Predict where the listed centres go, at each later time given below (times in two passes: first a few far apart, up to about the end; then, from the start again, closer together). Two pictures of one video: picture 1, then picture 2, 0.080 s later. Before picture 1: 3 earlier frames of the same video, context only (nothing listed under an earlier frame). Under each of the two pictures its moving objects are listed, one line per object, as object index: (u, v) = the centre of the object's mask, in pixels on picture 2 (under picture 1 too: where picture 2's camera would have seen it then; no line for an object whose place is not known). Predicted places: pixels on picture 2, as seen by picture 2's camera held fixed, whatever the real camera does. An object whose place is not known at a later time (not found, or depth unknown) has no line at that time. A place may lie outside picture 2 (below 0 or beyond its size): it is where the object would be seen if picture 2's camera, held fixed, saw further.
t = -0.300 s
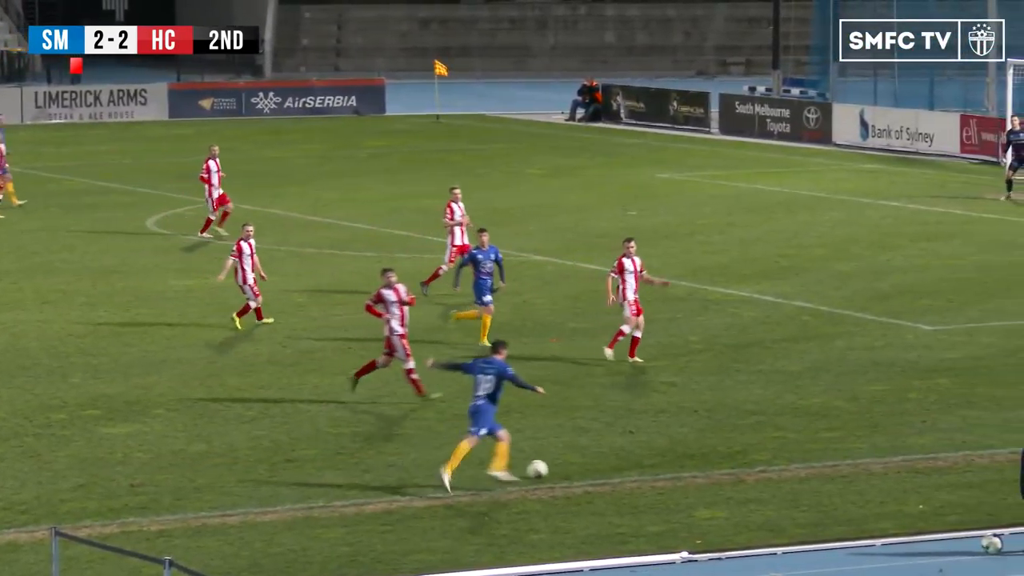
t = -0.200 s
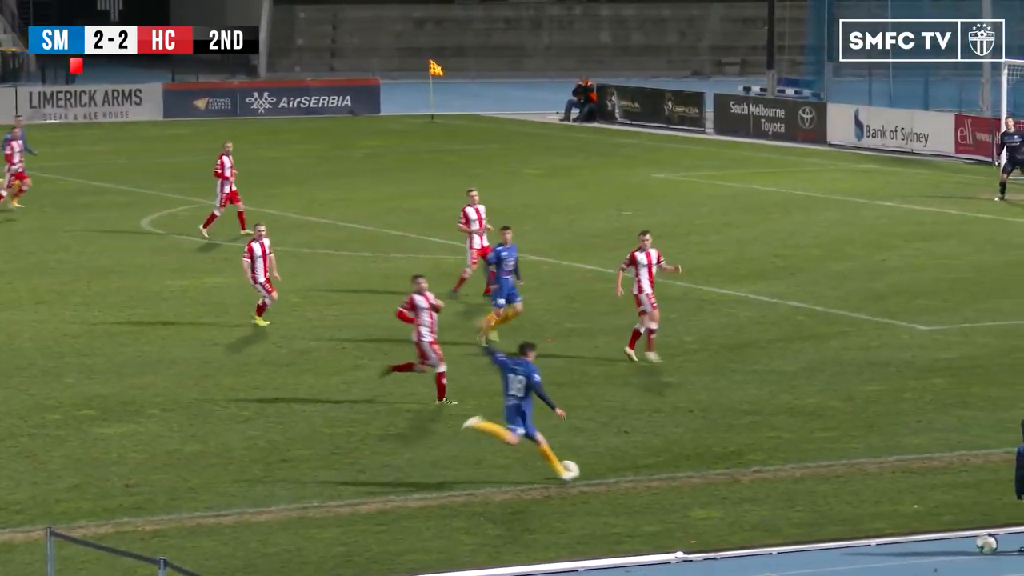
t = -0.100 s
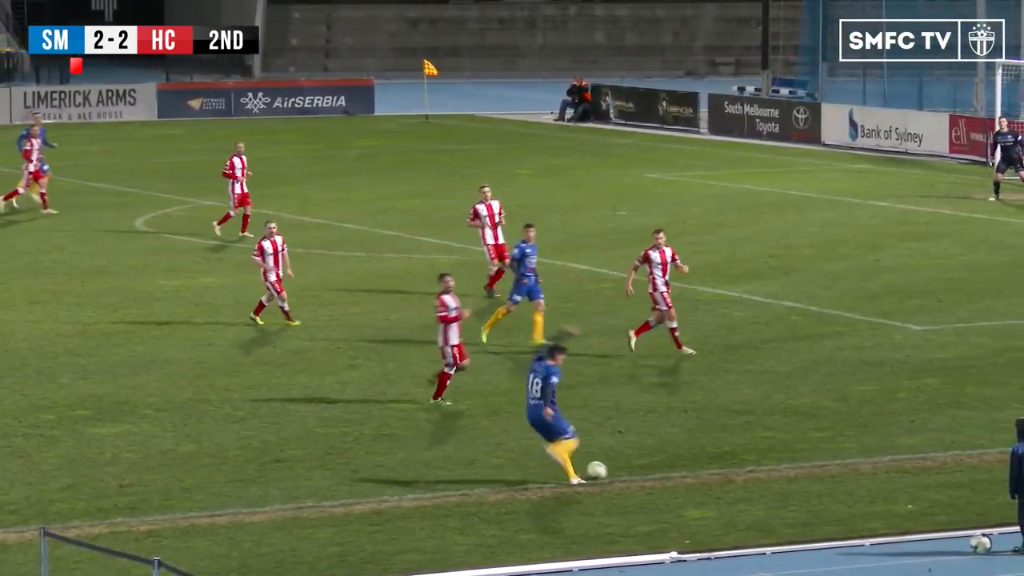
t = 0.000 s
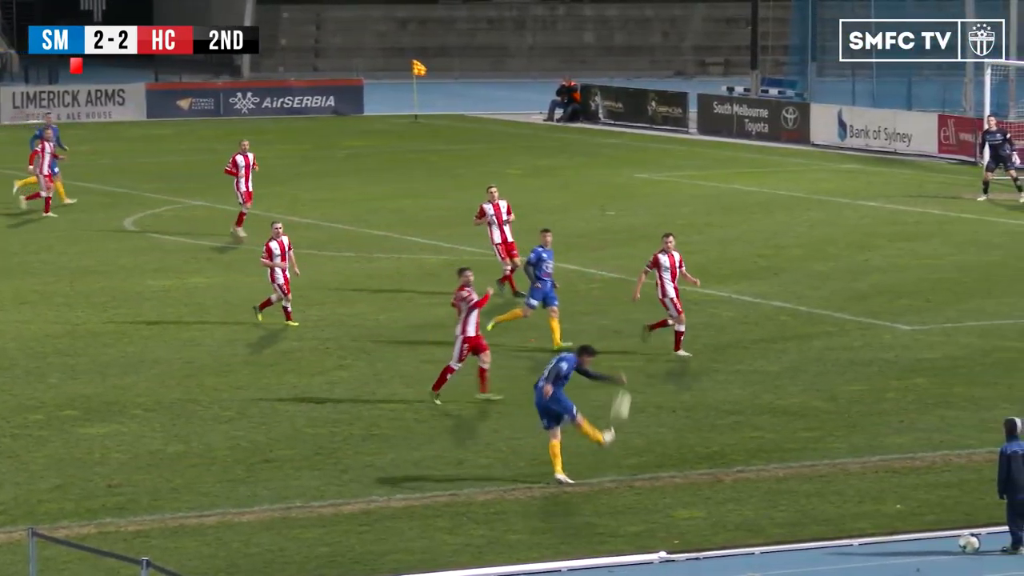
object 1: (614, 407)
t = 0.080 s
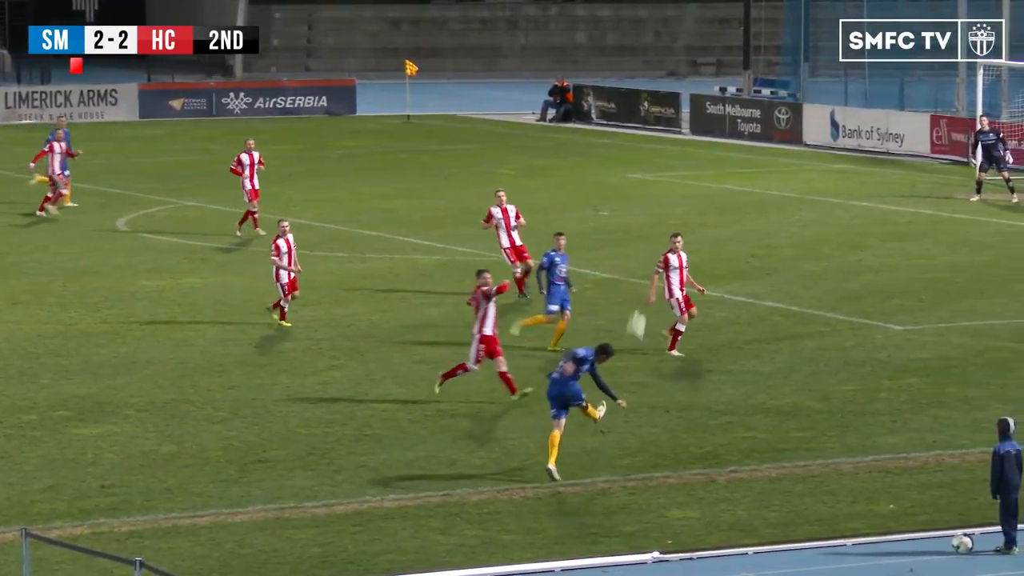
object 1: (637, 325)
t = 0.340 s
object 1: (674, 131)
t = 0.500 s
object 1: (677, 48)
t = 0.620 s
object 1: (674, 3)
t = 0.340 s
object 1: (674, 131)
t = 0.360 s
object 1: (674, 119)
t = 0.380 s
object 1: (675, 108)
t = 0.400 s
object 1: (676, 97)
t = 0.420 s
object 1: (676, 86)
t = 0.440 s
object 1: (677, 75)
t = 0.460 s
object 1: (677, 67)
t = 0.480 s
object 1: (677, 58)
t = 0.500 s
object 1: (677, 48)
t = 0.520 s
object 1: (677, 40)
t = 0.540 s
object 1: (677, 32)
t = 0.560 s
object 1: (676, 24)
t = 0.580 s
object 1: (675, 16)
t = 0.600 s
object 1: (675, 10)
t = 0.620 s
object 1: (674, 3)
